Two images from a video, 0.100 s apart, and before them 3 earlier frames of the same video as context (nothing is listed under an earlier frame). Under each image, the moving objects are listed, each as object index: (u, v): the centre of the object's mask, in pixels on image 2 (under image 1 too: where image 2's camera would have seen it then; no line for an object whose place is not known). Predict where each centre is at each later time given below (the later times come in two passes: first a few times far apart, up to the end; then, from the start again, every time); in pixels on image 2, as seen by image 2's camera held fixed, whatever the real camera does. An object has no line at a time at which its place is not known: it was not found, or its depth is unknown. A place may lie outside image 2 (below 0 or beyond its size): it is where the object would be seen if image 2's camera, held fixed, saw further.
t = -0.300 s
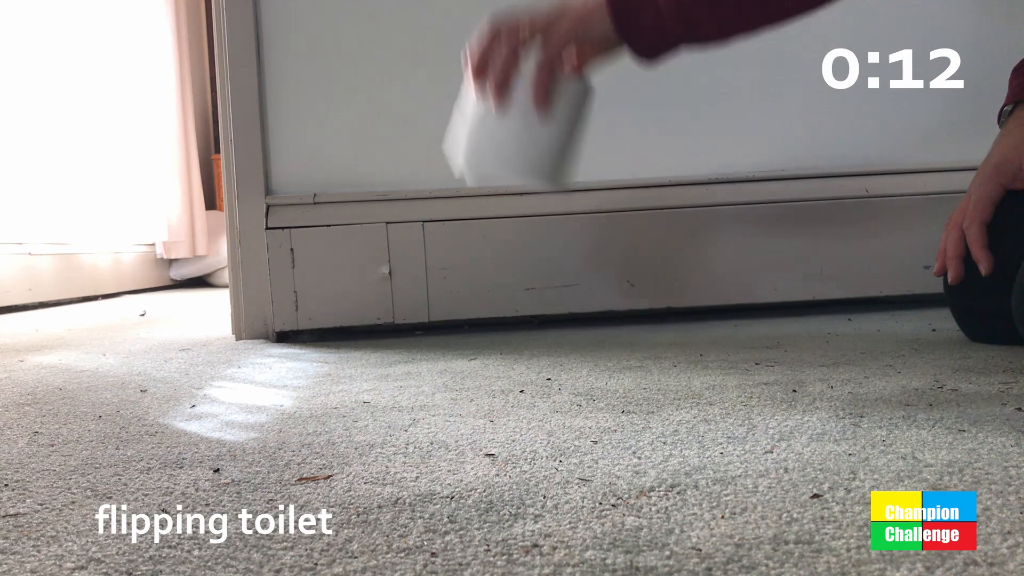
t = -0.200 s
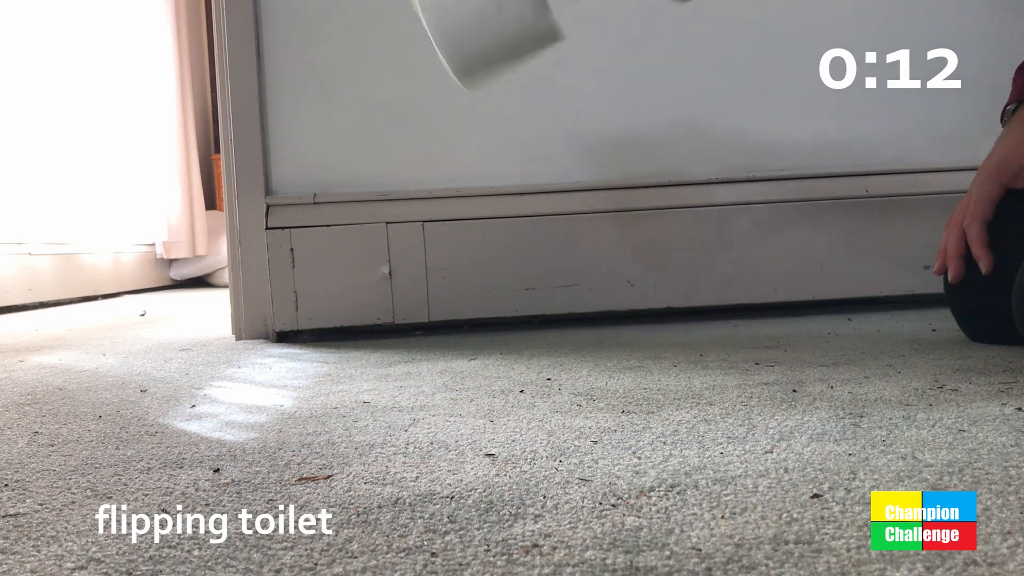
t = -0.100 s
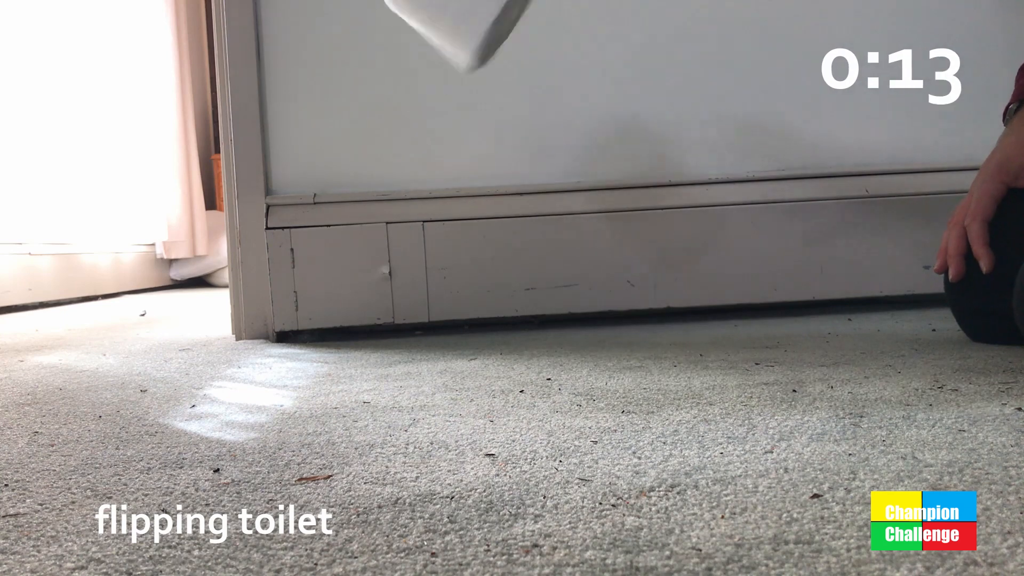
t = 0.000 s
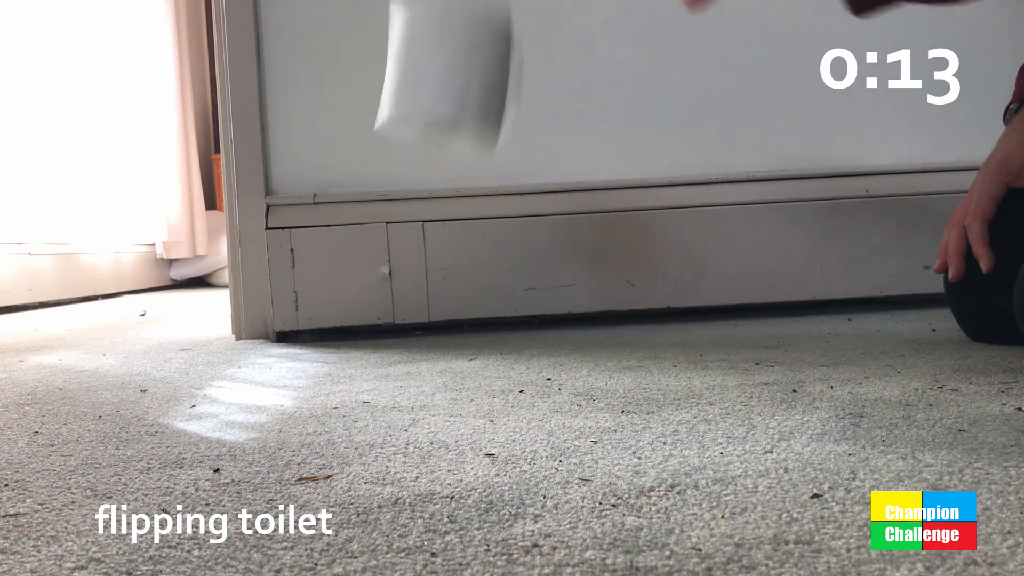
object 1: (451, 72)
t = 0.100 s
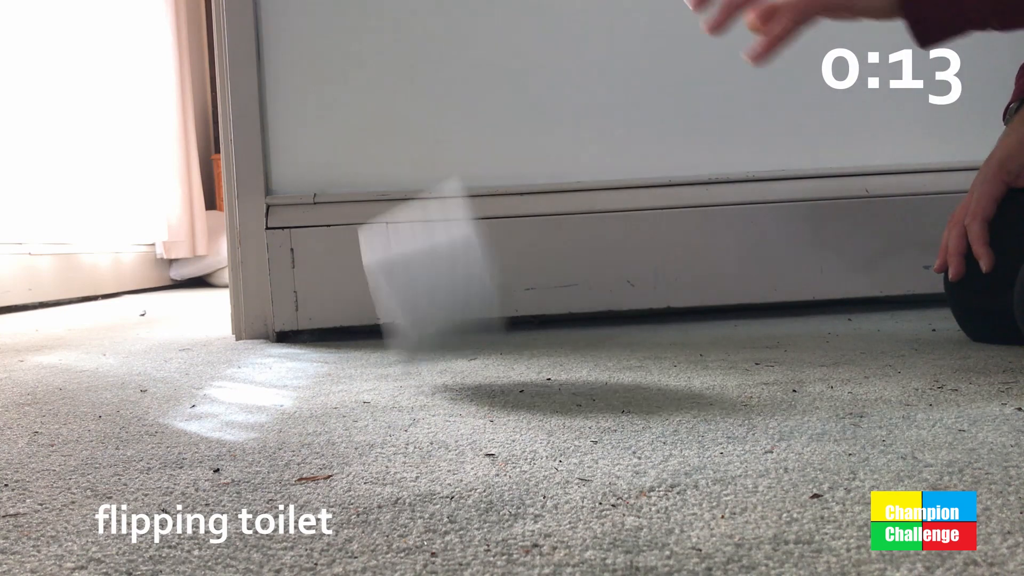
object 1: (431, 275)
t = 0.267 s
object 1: (468, 285)
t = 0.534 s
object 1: (468, 322)
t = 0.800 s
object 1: (470, 319)
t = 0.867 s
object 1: (470, 319)
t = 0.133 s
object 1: (436, 331)
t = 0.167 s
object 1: (444, 308)
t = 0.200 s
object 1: (452, 290)
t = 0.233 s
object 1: (460, 282)
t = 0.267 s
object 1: (468, 285)
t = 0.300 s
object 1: (476, 296)
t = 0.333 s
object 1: (486, 311)
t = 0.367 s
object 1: (474, 316)
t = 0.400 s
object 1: (465, 318)
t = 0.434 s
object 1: (460, 322)
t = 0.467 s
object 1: (461, 318)
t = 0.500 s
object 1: (464, 319)
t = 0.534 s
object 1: (468, 322)
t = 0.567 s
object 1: (471, 321)
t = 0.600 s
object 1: (472, 320)
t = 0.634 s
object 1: (470, 319)
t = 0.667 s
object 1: (468, 319)
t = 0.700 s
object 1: (469, 319)
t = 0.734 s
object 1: (470, 319)
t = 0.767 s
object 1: (470, 319)
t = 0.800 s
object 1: (470, 319)
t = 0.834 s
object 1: (469, 319)
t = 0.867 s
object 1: (470, 319)
